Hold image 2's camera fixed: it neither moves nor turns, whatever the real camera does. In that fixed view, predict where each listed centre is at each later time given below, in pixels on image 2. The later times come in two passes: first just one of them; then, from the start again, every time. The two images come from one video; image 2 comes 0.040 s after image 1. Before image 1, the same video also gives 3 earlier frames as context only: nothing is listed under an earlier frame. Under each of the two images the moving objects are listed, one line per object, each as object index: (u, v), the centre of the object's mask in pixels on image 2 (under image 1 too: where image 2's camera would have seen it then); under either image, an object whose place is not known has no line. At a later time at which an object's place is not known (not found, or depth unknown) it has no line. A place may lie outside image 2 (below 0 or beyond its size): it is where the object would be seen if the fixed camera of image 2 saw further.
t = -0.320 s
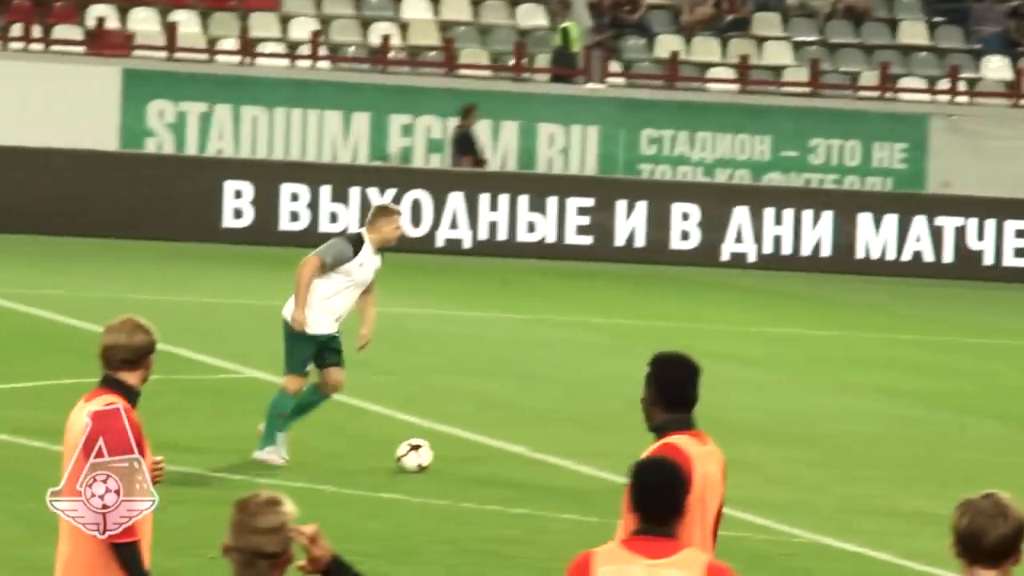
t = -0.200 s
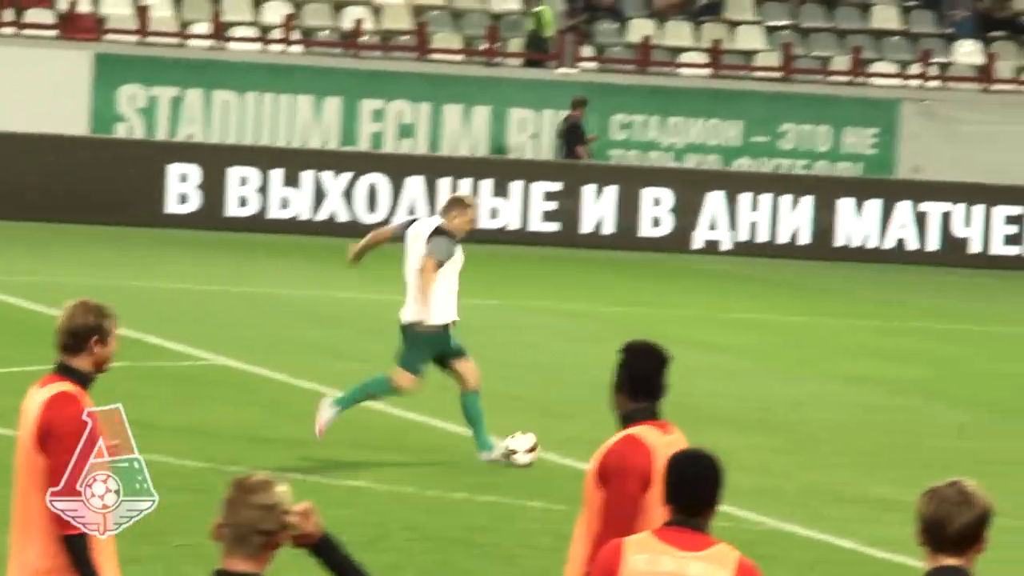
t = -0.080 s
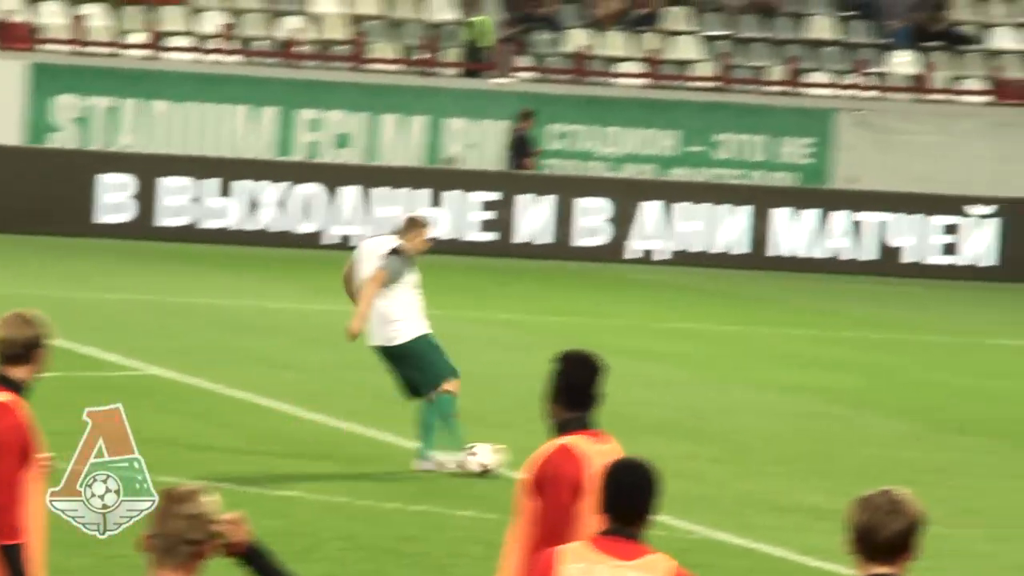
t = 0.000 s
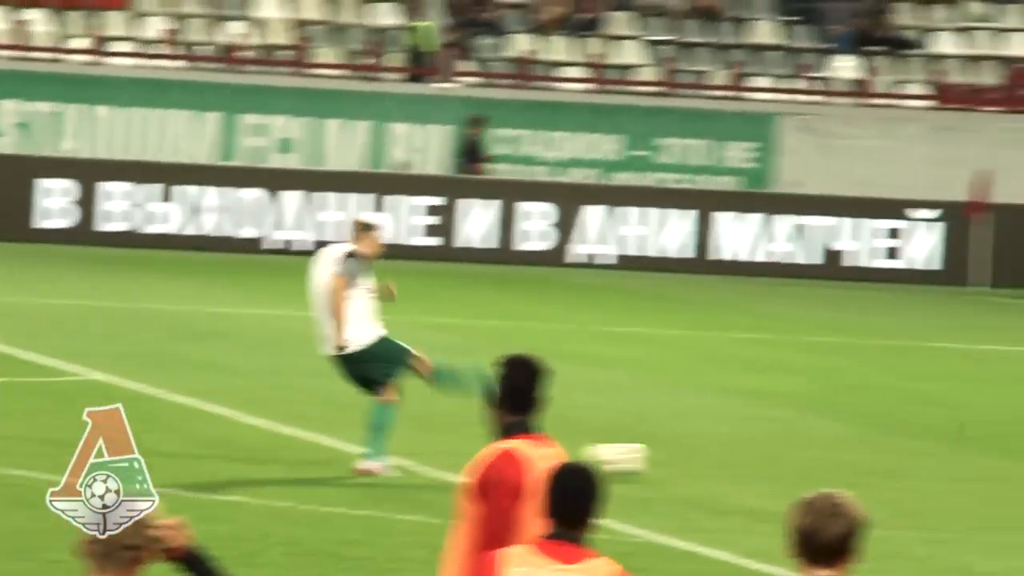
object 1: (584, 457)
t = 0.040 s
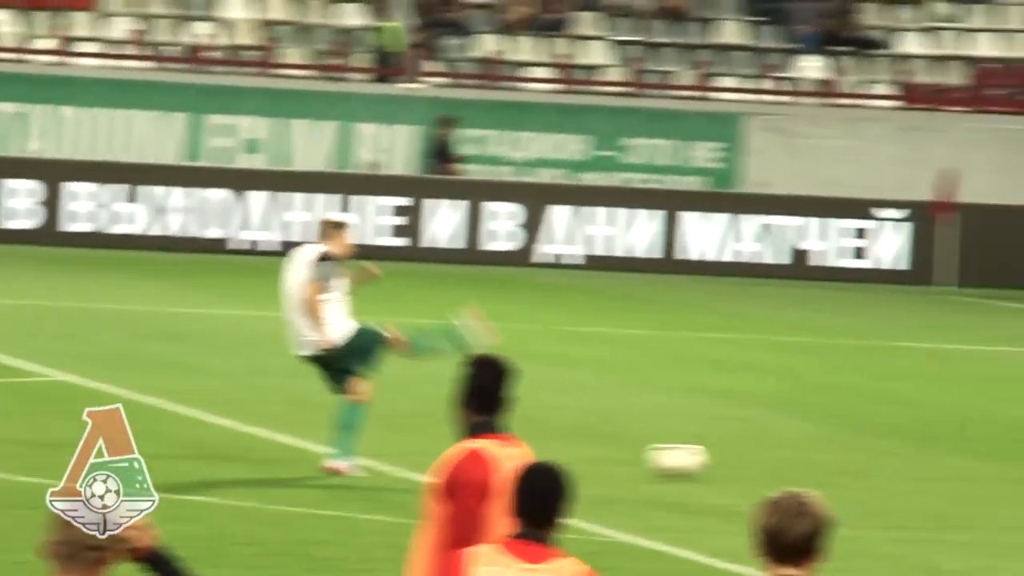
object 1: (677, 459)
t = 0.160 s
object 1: (926, 461)
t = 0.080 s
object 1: (763, 463)
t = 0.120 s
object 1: (847, 464)
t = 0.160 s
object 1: (926, 461)
